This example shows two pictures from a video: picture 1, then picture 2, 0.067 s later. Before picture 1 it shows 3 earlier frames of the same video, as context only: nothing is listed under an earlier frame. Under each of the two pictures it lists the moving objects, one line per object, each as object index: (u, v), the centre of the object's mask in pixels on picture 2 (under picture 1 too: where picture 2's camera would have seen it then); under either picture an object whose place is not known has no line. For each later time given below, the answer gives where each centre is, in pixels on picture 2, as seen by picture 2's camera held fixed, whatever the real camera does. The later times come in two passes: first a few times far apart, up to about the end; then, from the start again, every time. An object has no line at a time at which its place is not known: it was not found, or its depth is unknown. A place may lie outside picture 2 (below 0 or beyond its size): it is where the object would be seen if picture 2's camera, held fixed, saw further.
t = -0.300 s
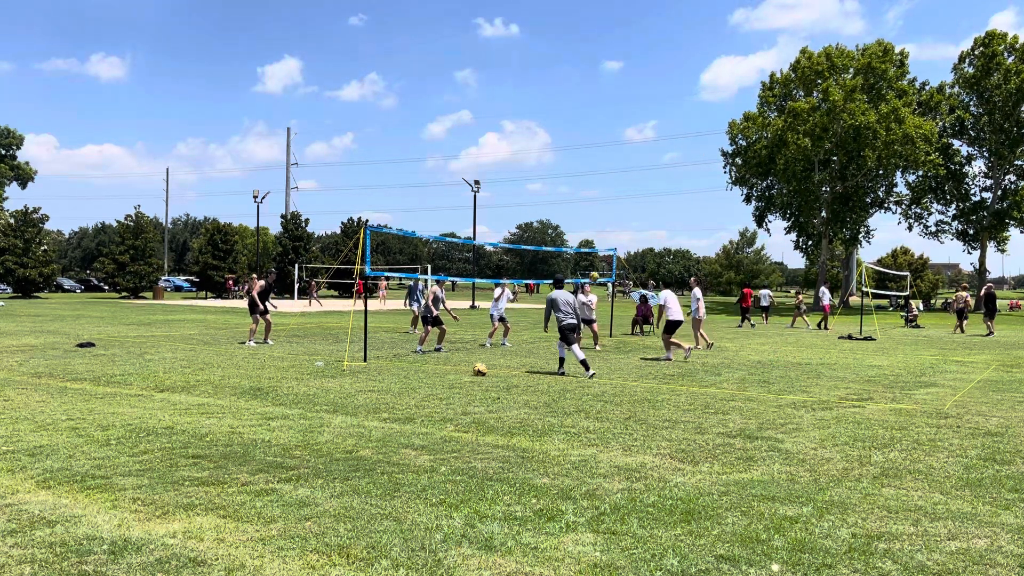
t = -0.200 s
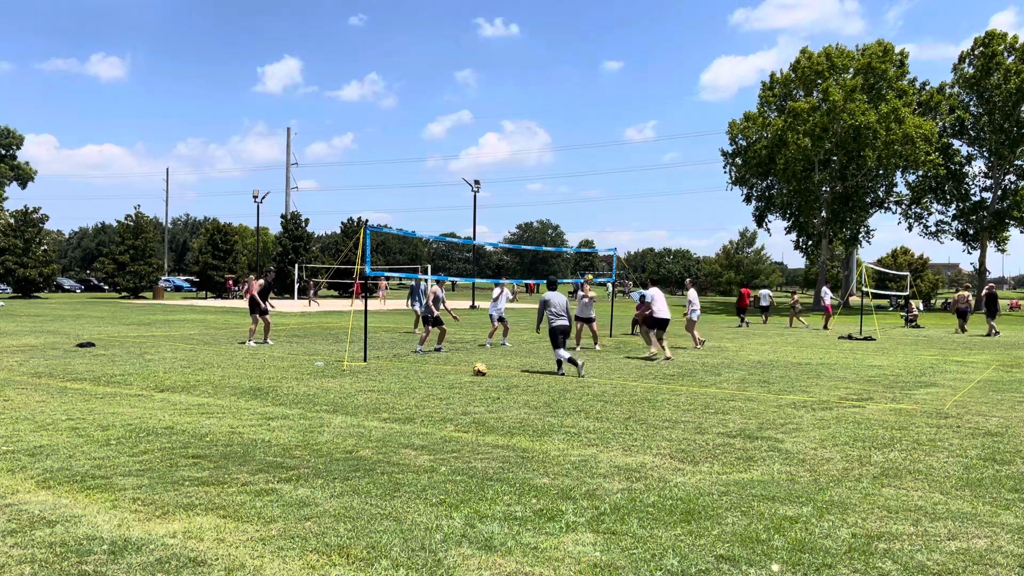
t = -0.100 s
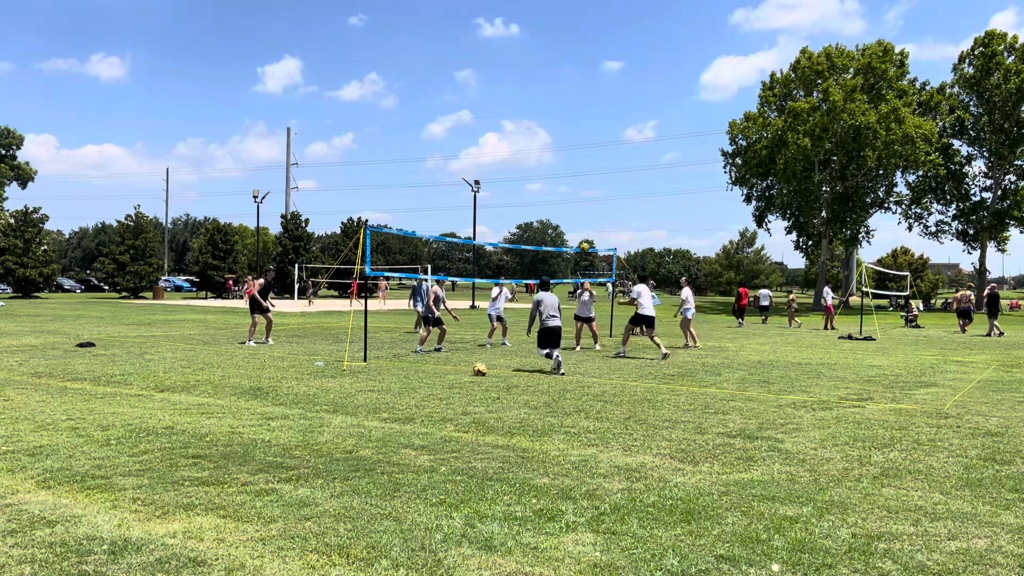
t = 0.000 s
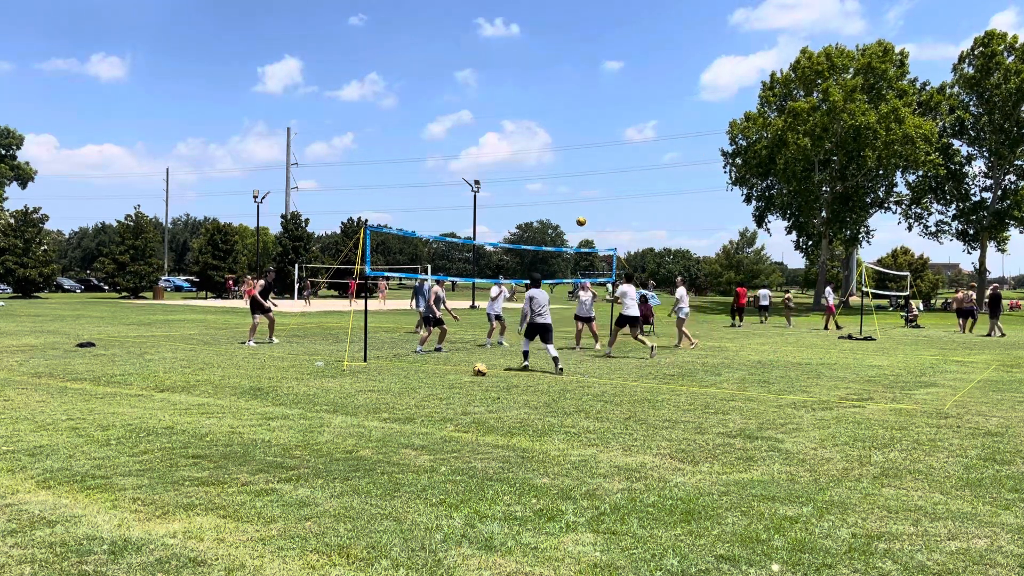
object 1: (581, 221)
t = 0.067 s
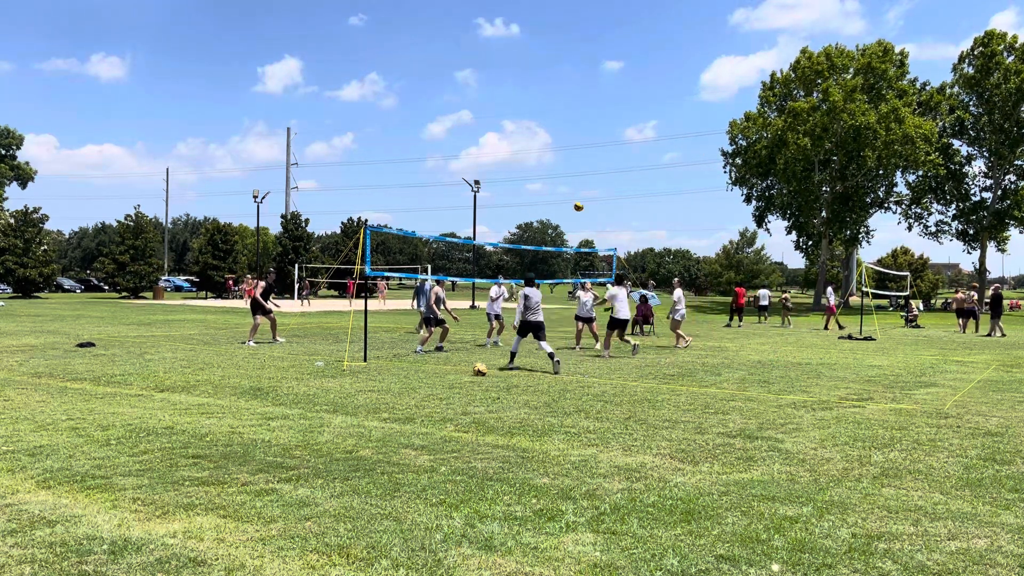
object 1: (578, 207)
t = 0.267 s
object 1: (572, 174)
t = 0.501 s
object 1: (564, 159)
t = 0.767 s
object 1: (554, 172)
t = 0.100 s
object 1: (577, 200)
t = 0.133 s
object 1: (576, 194)
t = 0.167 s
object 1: (575, 188)
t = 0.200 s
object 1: (574, 183)
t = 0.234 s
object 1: (573, 178)
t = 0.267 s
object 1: (572, 174)
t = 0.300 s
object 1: (570, 170)
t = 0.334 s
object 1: (569, 167)
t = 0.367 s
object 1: (568, 164)
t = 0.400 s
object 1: (567, 162)
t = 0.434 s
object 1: (566, 161)
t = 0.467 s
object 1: (565, 160)
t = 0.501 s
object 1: (564, 159)
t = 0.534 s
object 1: (562, 159)
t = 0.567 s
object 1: (561, 159)
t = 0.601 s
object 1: (560, 160)
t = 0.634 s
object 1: (559, 162)
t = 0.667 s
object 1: (558, 163)
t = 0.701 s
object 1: (556, 166)
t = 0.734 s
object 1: (555, 168)
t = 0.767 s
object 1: (554, 172)
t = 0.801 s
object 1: (552, 176)
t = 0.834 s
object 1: (551, 180)
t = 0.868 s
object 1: (550, 185)
